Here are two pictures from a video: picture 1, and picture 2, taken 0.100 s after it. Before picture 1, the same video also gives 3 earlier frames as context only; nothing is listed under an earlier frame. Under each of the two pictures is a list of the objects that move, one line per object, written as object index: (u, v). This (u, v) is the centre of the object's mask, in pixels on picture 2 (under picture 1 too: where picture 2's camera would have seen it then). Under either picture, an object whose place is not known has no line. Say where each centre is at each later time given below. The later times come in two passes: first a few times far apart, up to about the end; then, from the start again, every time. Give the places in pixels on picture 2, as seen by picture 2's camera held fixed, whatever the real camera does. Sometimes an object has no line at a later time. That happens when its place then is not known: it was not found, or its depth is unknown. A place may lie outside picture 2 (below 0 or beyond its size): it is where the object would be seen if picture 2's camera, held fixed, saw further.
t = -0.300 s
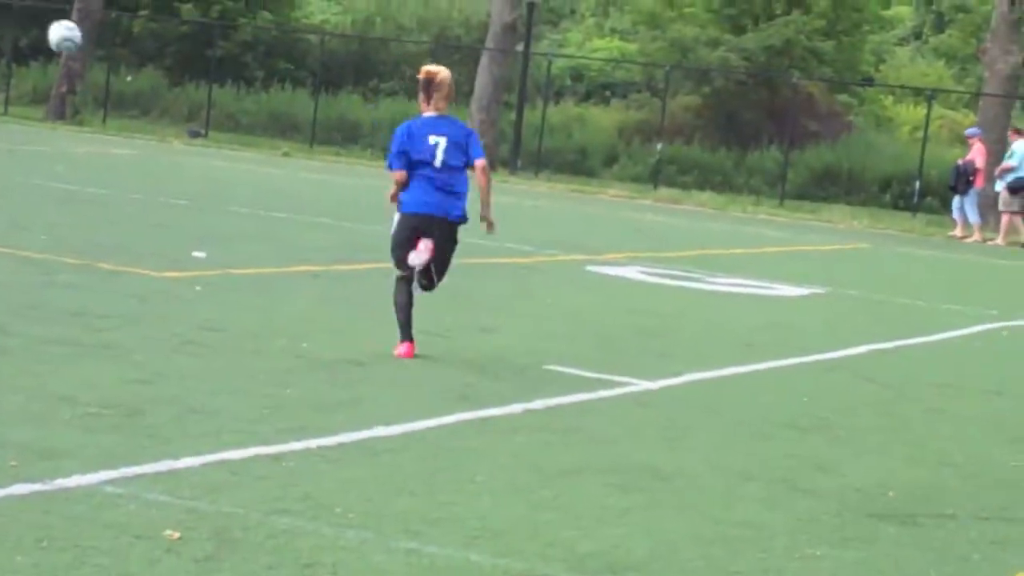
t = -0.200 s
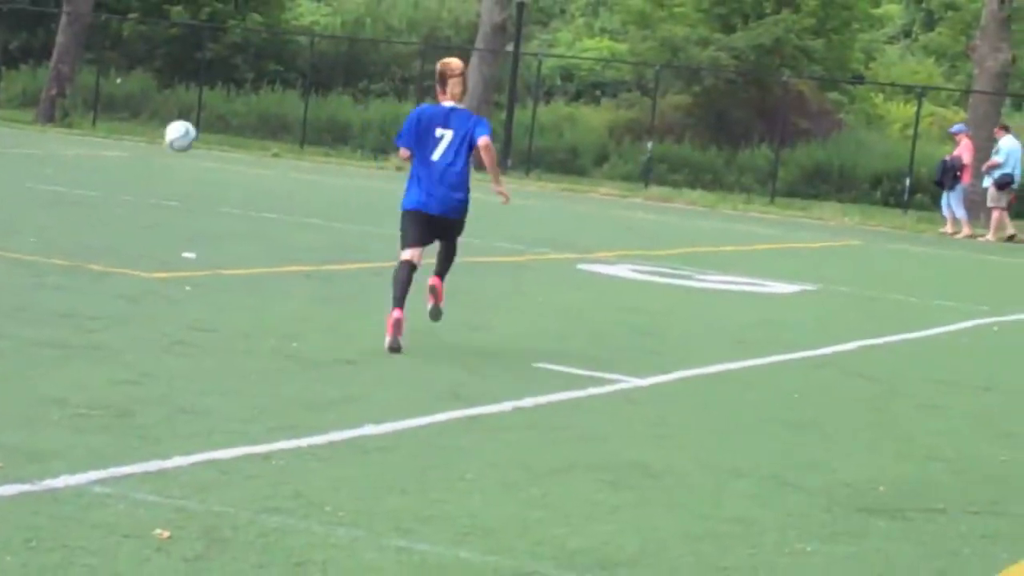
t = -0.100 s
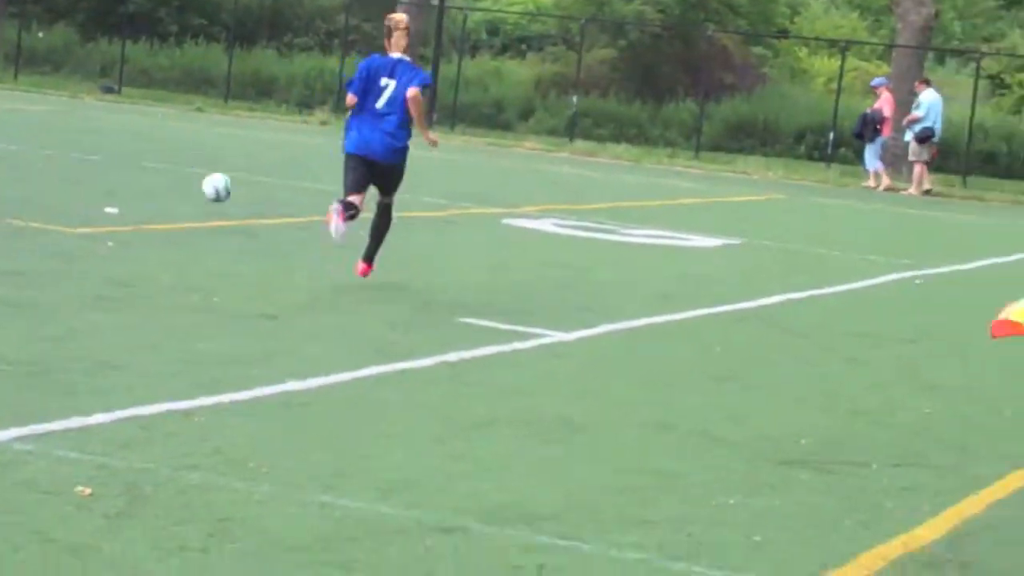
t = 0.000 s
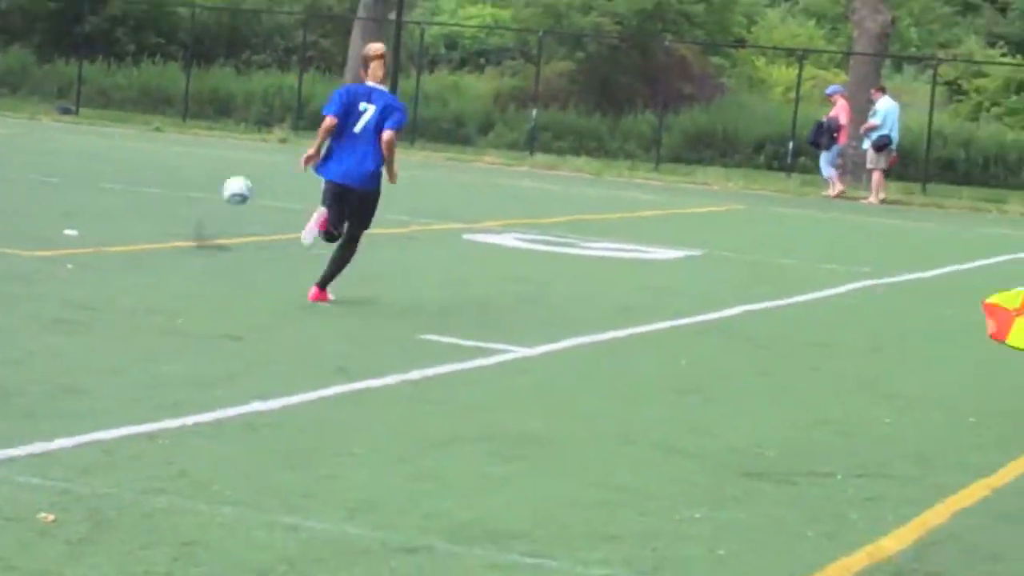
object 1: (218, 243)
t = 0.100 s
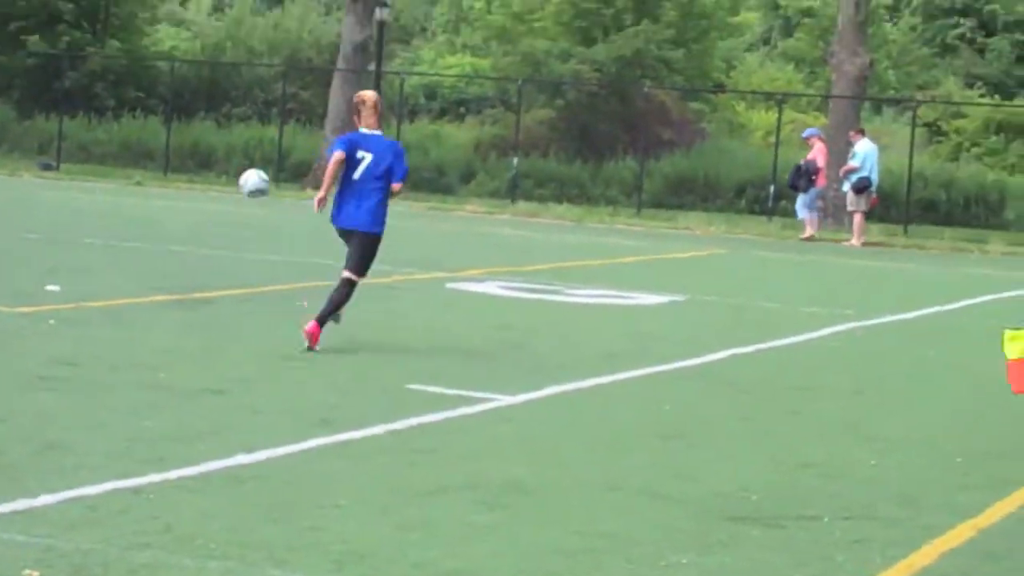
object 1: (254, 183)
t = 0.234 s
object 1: (296, 125)
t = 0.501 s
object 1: (373, 87)
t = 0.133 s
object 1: (264, 166)
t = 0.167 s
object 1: (275, 151)
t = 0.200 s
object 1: (286, 137)
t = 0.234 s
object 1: (296, 125)
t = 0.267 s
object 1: (307, 116)
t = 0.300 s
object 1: (316, 107)
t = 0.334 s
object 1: (325, 100)
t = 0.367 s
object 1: (336, 94)
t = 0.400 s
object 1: (346, 90)
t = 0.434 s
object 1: (356, 89)
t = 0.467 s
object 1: (364, 88)
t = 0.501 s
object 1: (373, 87)
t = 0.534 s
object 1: (383, 89)
